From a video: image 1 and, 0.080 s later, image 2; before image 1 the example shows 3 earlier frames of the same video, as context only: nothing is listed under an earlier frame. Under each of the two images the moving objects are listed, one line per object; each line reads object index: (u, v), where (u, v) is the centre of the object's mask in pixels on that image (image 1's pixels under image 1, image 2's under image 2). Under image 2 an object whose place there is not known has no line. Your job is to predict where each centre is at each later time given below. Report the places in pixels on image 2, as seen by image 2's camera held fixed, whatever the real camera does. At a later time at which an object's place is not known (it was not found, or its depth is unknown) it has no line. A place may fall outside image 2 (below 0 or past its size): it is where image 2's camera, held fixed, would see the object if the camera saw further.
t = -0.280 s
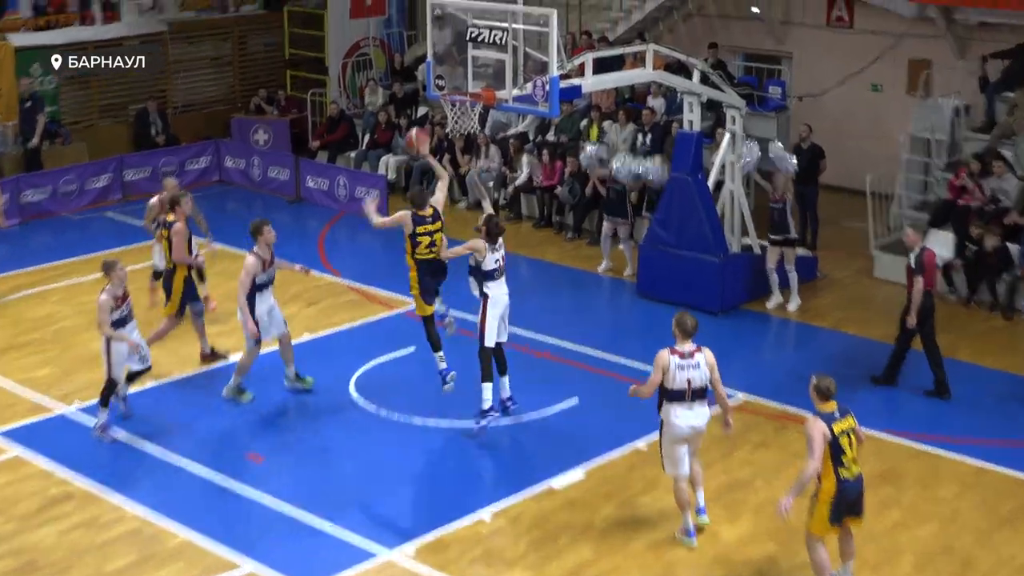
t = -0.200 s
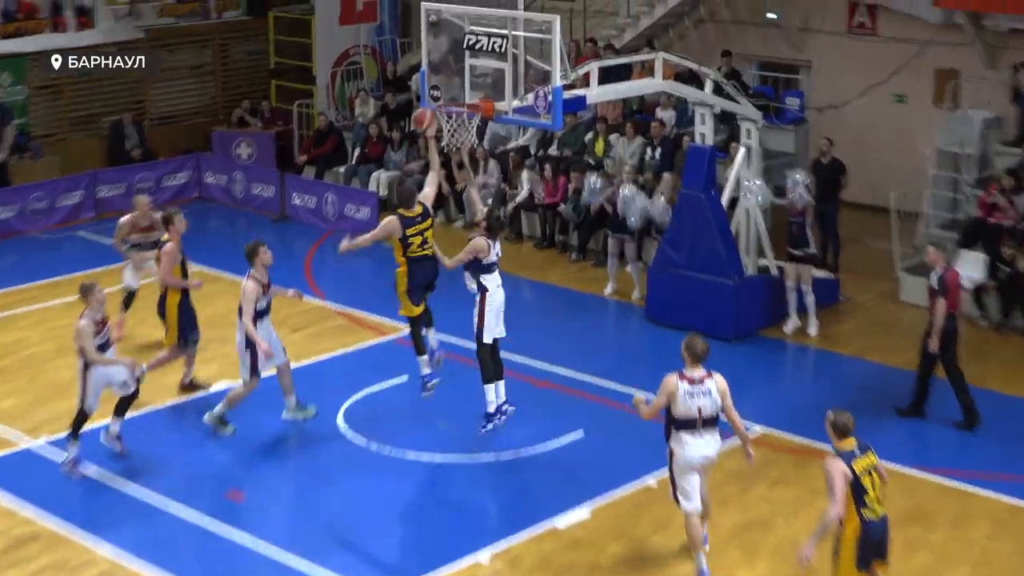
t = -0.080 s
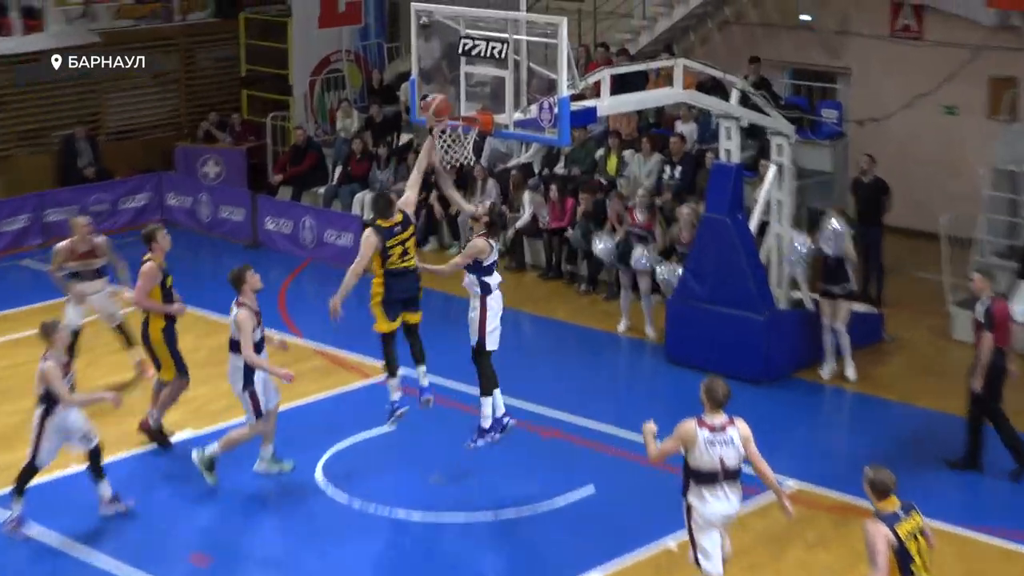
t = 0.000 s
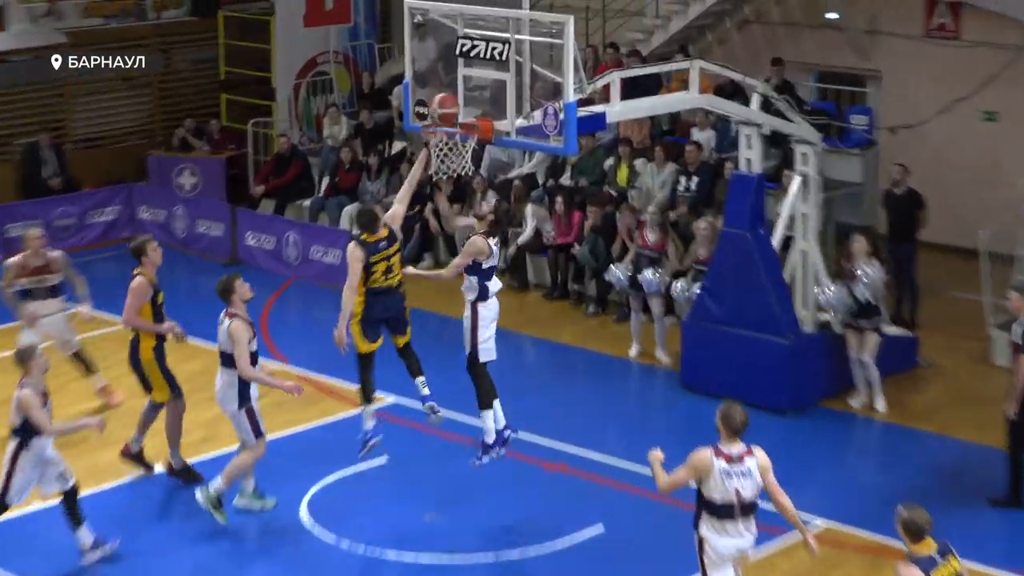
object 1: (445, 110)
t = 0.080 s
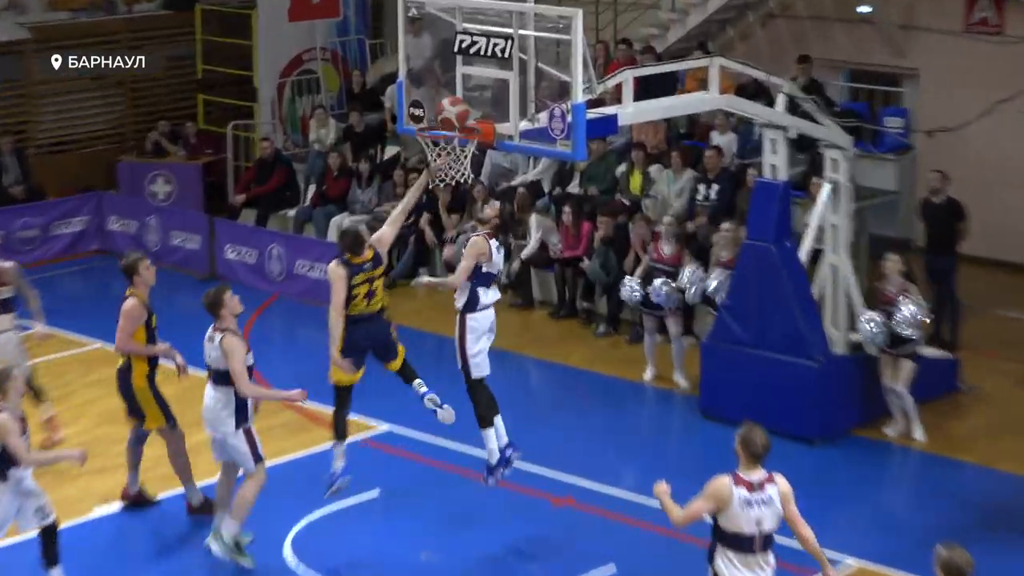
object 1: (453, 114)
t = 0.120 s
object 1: (457, 117)
